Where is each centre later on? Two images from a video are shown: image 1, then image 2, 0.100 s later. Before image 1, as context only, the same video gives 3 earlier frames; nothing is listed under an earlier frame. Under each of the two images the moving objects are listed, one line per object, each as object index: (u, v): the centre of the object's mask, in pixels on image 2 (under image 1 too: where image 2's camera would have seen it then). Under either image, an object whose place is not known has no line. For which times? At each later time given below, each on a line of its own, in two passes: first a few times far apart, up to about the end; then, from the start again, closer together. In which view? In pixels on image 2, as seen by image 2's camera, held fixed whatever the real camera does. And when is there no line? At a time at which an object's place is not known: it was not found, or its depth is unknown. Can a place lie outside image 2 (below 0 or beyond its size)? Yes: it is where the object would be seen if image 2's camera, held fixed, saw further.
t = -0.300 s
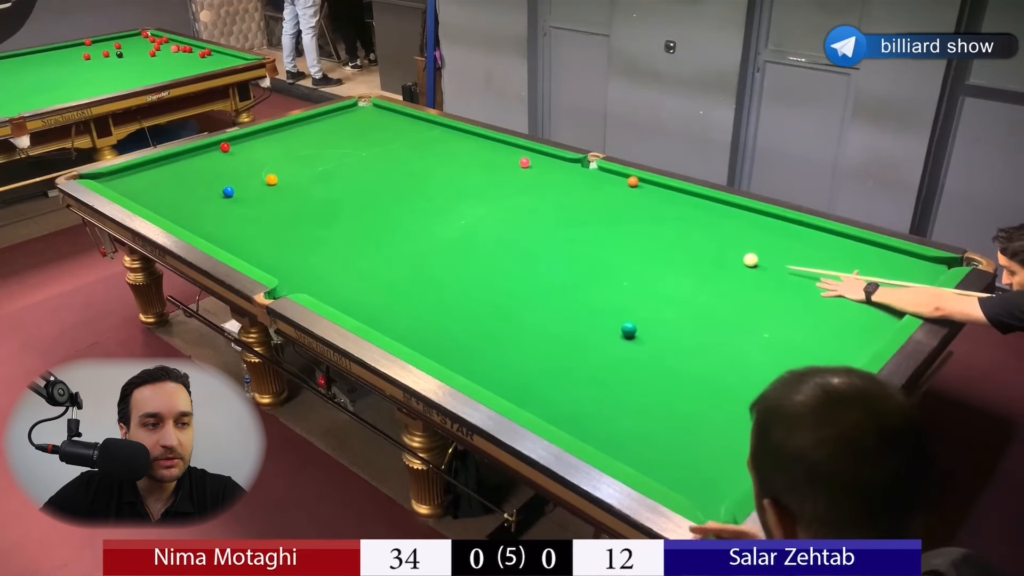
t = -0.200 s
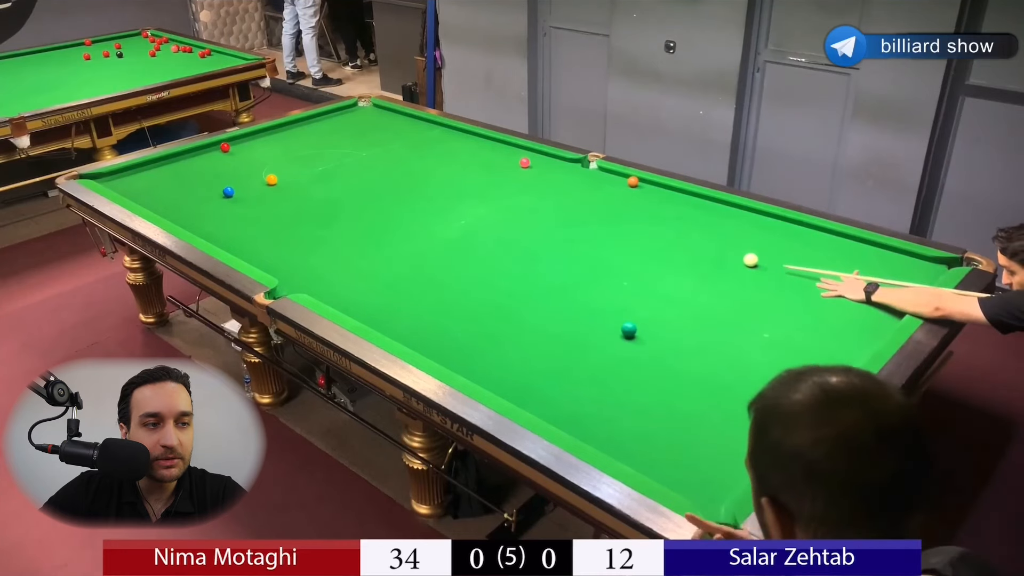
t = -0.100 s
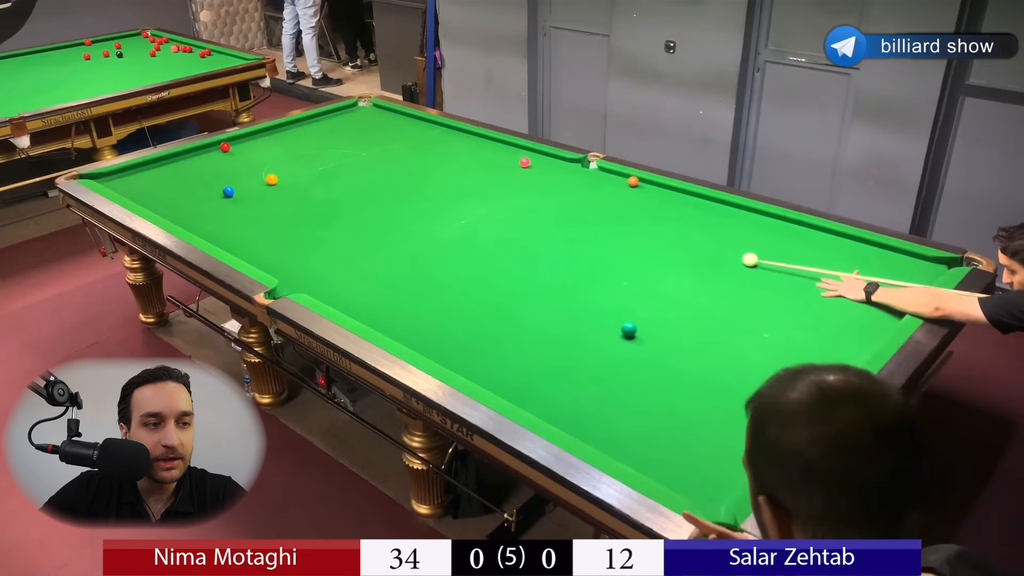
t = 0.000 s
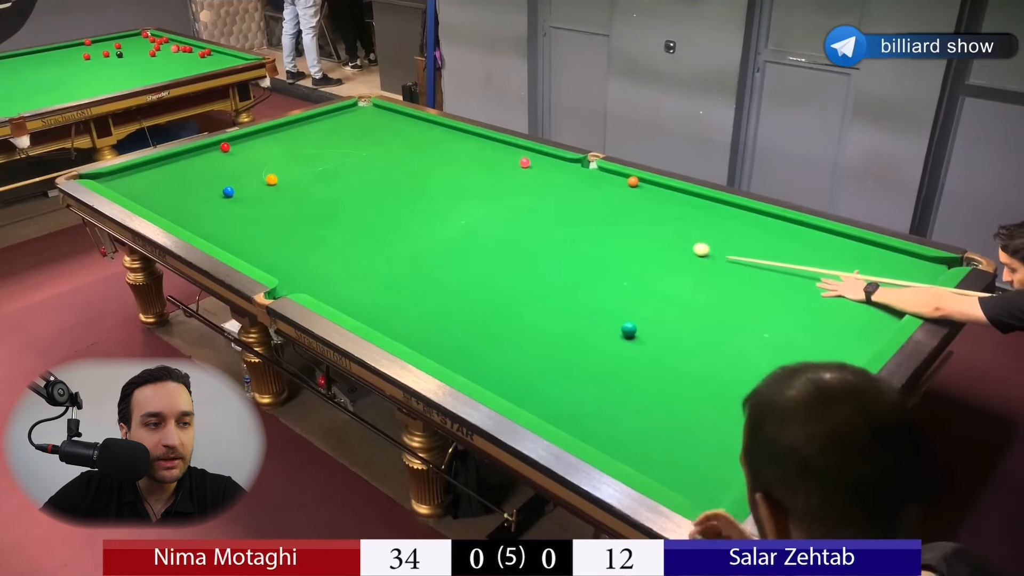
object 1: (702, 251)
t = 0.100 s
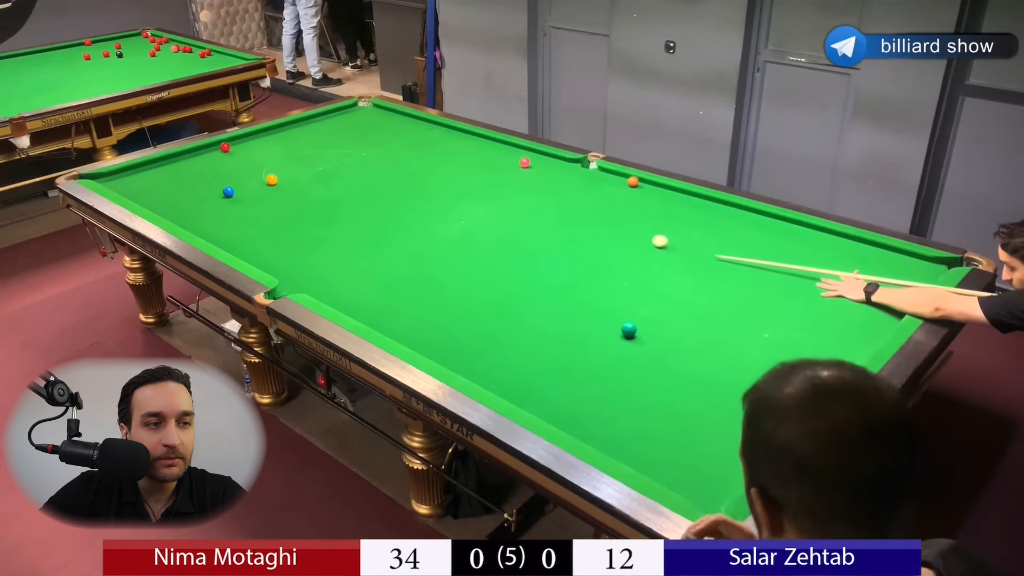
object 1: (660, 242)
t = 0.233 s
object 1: (616, 233)
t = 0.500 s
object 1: (536, 216)
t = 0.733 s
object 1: (473, 203)
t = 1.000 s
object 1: (408, 189)
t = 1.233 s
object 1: (356, 178)
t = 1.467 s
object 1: (308, 167)
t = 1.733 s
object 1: (258, 157)
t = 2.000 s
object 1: (216, 151)
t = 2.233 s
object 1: (187, 153)
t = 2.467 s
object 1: (175, 159)
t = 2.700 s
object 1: (167, 165)
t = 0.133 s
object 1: (648, 240)
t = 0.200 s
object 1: (626, 235)
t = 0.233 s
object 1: (616, 233)
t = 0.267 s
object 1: (605, 231)
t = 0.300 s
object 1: (594, 229)
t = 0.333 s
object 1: (585, 227)
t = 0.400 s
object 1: (565, 222)
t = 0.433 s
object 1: (555, 221)
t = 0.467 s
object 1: (545, 219)
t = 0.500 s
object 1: (536, 216)
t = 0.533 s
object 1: (526, 215)
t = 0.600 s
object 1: (508, 211)
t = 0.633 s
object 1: (499, 209)
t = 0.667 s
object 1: (490, 207)
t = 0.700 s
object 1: (482, 205)
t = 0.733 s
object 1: (473, 203)
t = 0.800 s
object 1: (456, 200)
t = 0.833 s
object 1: (448, 198)
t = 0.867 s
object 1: (440, 196)
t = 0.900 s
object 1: (432, 195)
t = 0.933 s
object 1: (424, 193)
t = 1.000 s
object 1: (408, 189)
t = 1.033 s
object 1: (401, 188)
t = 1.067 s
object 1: (393, 186)
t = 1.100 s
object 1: (385, 184)
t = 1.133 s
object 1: (378, 183)
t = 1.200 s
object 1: (363, 179)
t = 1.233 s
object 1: (356, 178)
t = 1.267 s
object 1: (349, 176)
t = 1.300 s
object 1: (342, 175)
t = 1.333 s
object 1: (335, 173)
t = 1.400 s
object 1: (321, 170)
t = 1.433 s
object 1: (315, 169)
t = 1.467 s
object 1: (308, 167)
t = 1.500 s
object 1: (301, 166)
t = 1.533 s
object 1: (295, 165)
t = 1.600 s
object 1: (282, 162)
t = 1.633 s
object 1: (276, 160)
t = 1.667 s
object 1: (270, 159)
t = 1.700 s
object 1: (264, 158)
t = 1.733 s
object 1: (258, 157)
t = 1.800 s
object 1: (246, 154)
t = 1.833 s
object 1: (240, 153)
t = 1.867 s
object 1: (234, 152)
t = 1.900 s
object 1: (228, 151)
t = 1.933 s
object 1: (224, 150)
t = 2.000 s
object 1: (216, 151)
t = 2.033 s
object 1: (212, 152)
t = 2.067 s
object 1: (208, 152)
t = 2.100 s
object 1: (204, 152)
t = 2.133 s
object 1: (200, 152)
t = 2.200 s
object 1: (191, 153)
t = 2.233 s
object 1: (187, 153)
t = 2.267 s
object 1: (183, 153)
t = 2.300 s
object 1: (181, 154)
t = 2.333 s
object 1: (180, 155)
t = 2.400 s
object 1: (178, 157)
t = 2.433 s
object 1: (177, 158)
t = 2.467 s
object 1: (175, 159)
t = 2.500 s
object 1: (174, 160)
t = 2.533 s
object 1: (173, 160)
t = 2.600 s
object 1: (171, 162)
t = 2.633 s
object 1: (170, 163)
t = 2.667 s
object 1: (169, 164)
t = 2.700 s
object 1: (167, 165)
